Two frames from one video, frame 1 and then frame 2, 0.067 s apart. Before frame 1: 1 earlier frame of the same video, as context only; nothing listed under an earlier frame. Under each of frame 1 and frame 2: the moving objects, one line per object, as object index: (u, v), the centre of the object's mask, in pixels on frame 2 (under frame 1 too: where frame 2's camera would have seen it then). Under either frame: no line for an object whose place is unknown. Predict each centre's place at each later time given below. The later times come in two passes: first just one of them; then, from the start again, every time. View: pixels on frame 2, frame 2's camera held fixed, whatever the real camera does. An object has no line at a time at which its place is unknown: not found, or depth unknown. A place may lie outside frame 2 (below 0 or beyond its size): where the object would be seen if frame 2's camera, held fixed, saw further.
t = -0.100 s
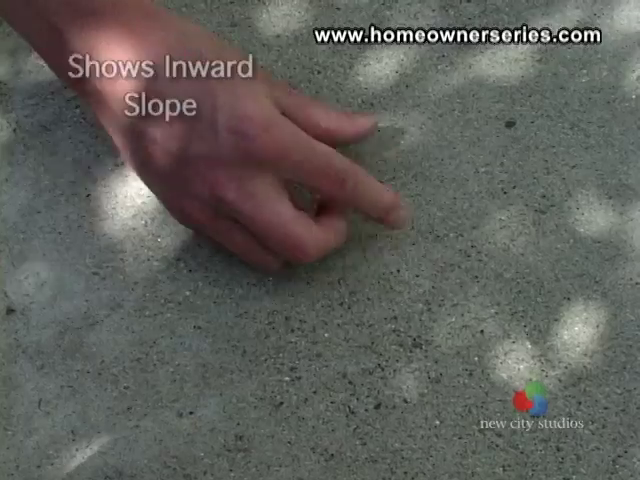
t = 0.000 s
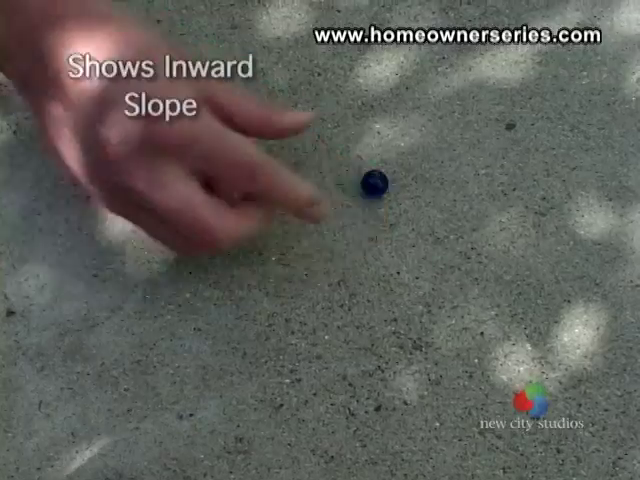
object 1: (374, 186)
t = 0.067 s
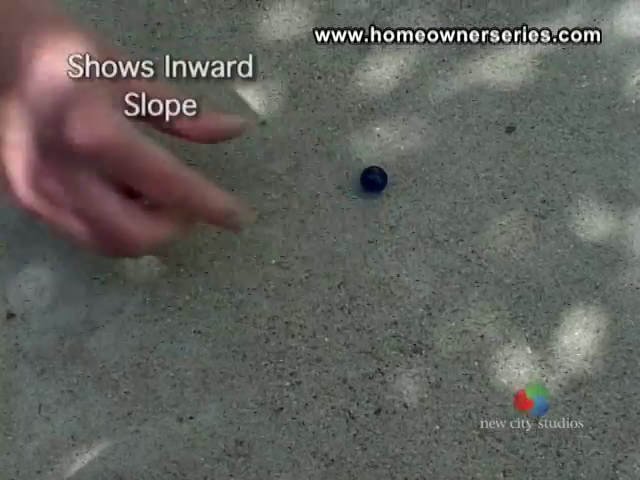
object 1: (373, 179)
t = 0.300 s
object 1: (353, 170)
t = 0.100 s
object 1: (371, 176)
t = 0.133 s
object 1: (369, 174)
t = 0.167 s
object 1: (366, 172)
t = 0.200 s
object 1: (363, 171)
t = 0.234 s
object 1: (360, 171)
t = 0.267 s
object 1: (356, 170)
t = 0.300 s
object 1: (353, 170)
